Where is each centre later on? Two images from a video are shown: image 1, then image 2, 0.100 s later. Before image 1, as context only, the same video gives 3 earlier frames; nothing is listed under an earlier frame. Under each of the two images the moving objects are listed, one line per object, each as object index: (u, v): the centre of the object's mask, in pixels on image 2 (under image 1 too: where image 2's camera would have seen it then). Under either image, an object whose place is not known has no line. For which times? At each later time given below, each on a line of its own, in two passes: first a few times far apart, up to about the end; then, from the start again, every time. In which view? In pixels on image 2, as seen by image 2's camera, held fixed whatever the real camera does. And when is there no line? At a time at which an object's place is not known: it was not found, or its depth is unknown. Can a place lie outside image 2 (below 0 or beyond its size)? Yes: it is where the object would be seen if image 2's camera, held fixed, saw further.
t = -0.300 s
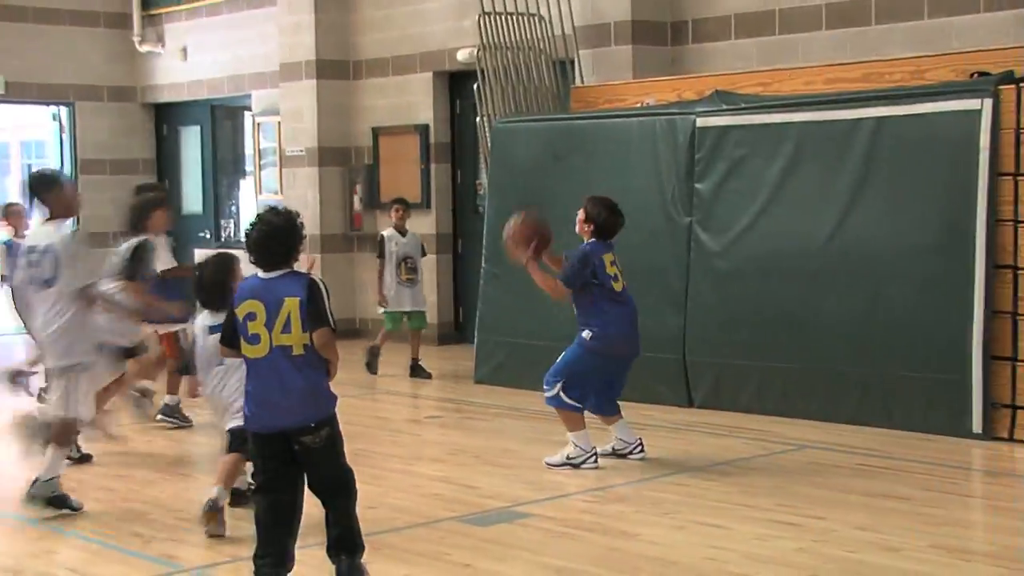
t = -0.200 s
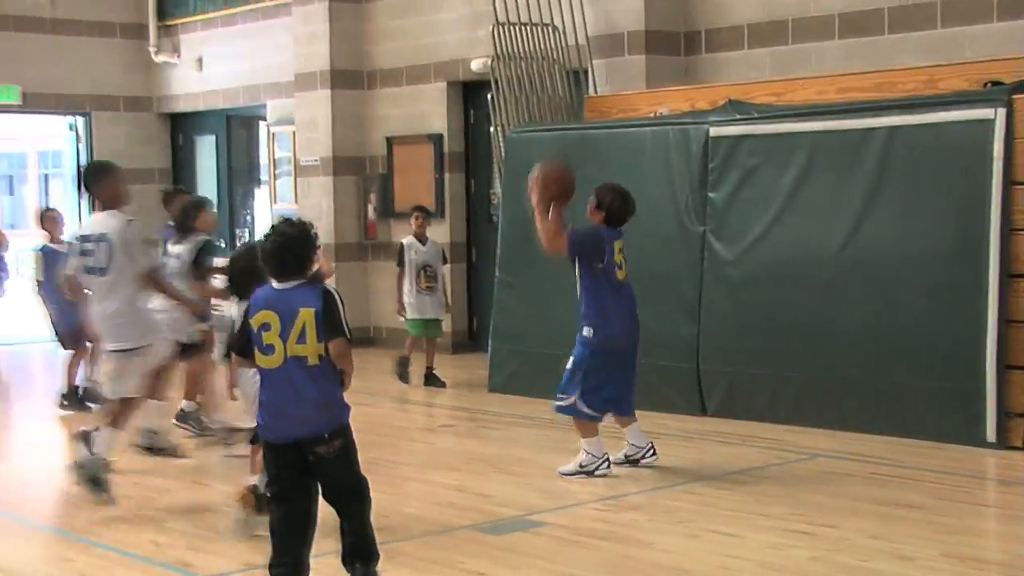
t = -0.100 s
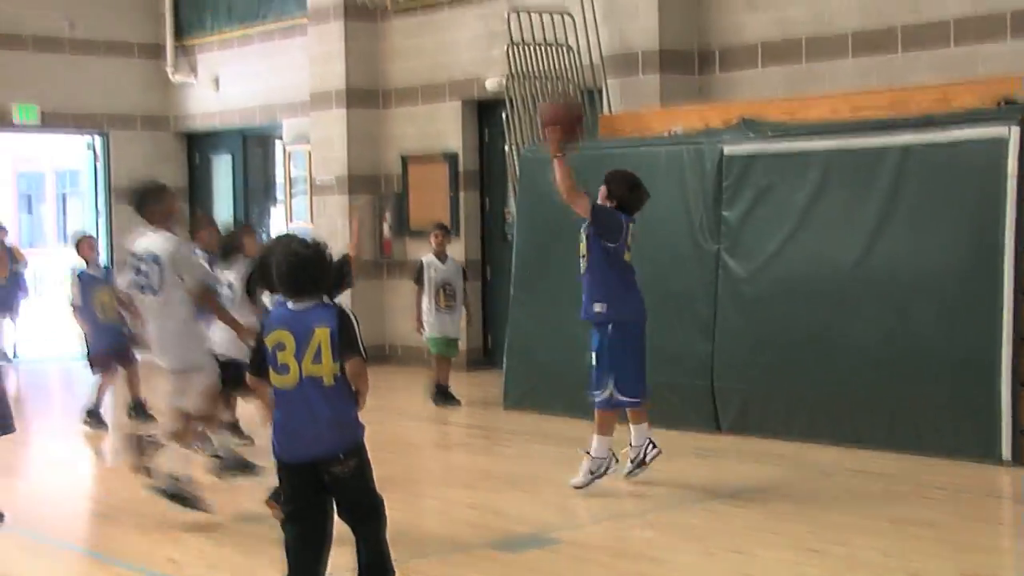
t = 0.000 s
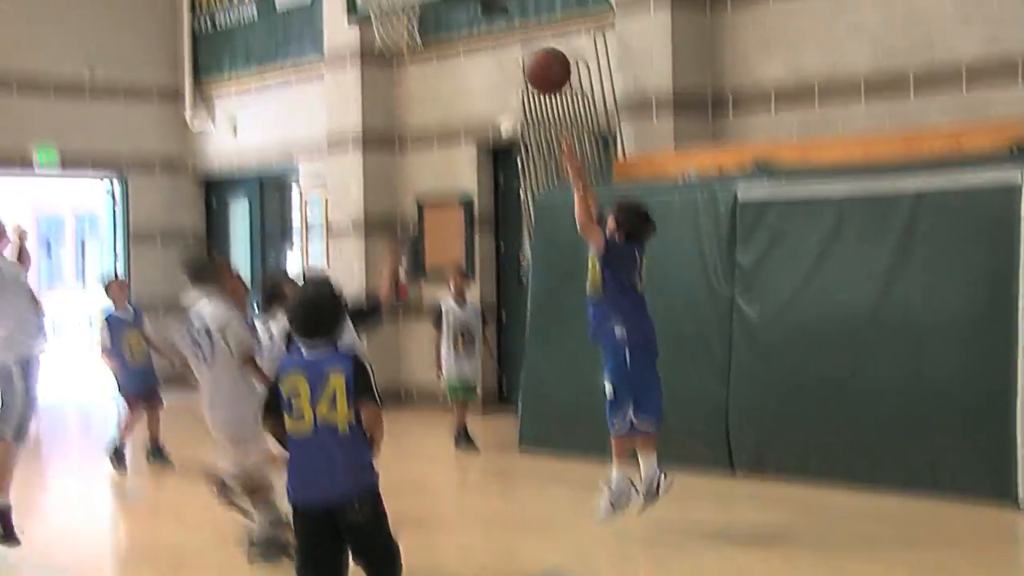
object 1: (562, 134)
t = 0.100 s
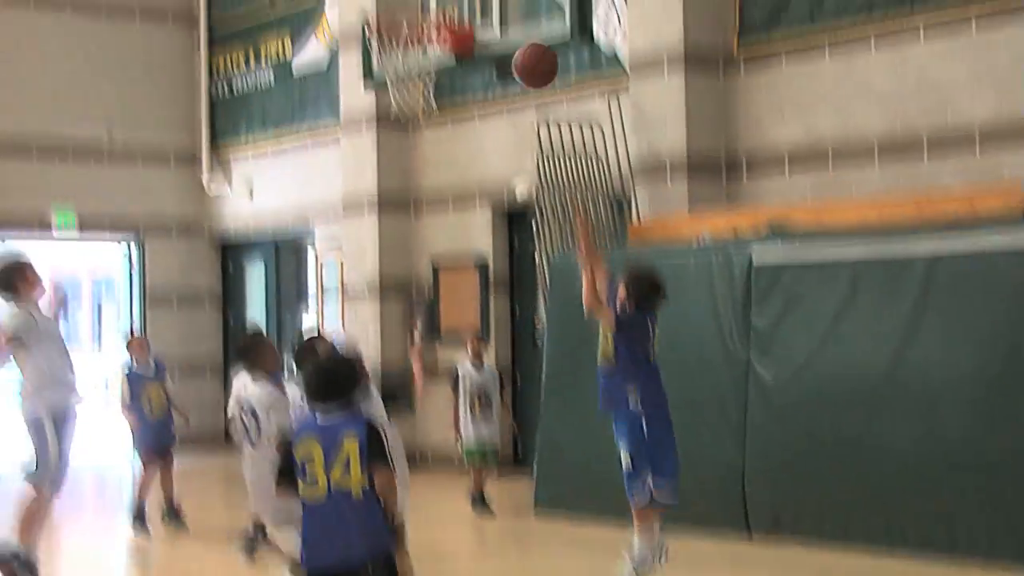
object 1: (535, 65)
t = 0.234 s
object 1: (502, 5)
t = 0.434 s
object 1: (454, -23)
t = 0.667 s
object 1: (405, 31)
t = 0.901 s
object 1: (390, 105)
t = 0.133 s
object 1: (527, 47)
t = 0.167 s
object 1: (518, 30)
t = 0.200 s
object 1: (510, 16)
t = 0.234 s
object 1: (502, 5)
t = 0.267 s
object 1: (493, -5)
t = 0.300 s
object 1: (485, -12)
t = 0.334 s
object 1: (478, -18)
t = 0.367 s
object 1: (470, -22)
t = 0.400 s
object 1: (462, -24)
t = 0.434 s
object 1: (454, -23)
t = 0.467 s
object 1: (446, -21)
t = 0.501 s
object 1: (439, -17)
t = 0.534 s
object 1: (431, -10)
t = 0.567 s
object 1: (424, -3)
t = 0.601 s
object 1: (416, 4)
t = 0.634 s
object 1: (408, 10)
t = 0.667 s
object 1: (405, 31)
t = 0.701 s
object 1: (395, 48)
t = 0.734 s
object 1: (389, 60)
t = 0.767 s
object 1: (386, 74)
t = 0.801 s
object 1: (386, 81)
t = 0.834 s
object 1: (387, 87)
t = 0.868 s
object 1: (389, 96)
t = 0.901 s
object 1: (390, 105)
